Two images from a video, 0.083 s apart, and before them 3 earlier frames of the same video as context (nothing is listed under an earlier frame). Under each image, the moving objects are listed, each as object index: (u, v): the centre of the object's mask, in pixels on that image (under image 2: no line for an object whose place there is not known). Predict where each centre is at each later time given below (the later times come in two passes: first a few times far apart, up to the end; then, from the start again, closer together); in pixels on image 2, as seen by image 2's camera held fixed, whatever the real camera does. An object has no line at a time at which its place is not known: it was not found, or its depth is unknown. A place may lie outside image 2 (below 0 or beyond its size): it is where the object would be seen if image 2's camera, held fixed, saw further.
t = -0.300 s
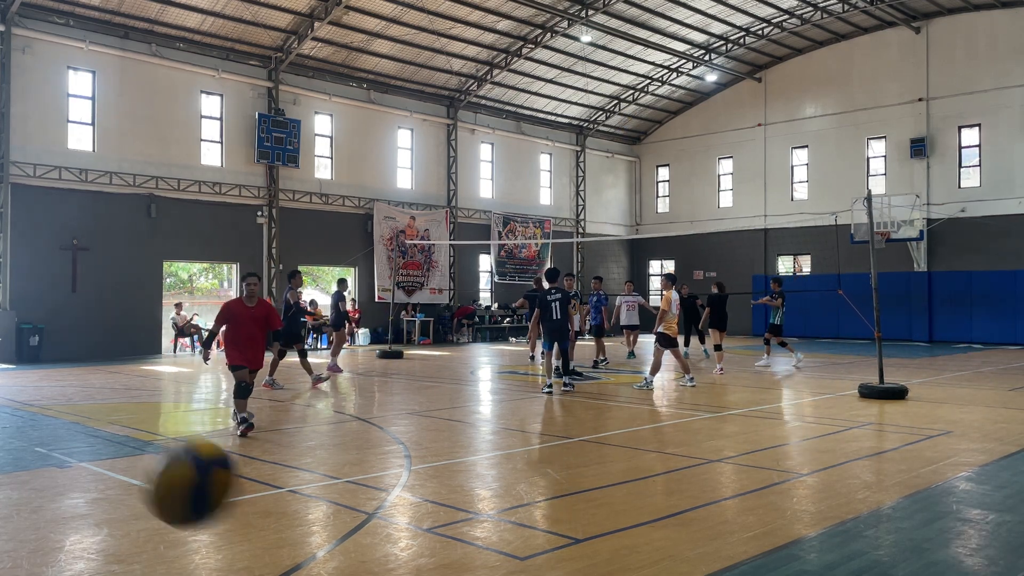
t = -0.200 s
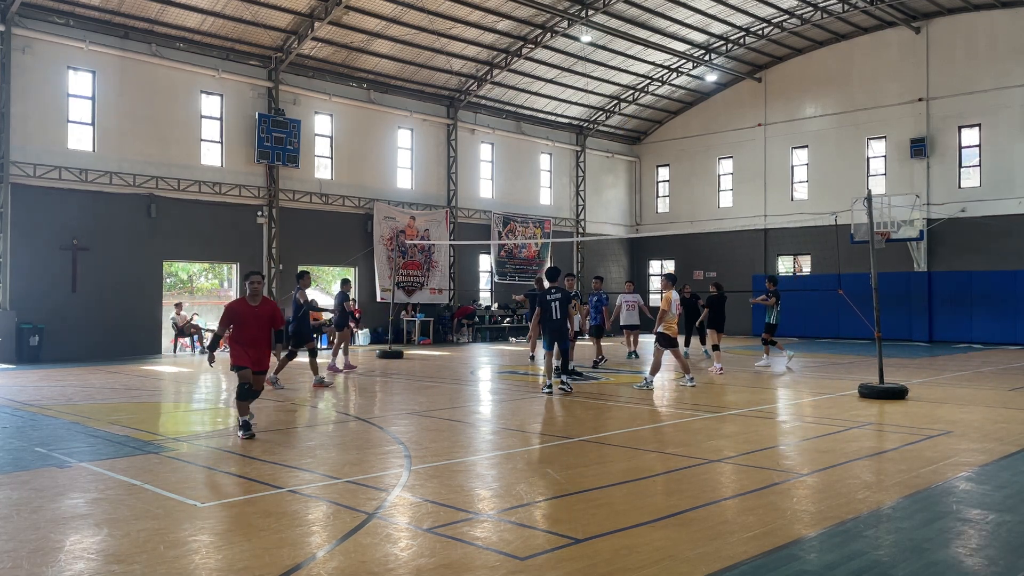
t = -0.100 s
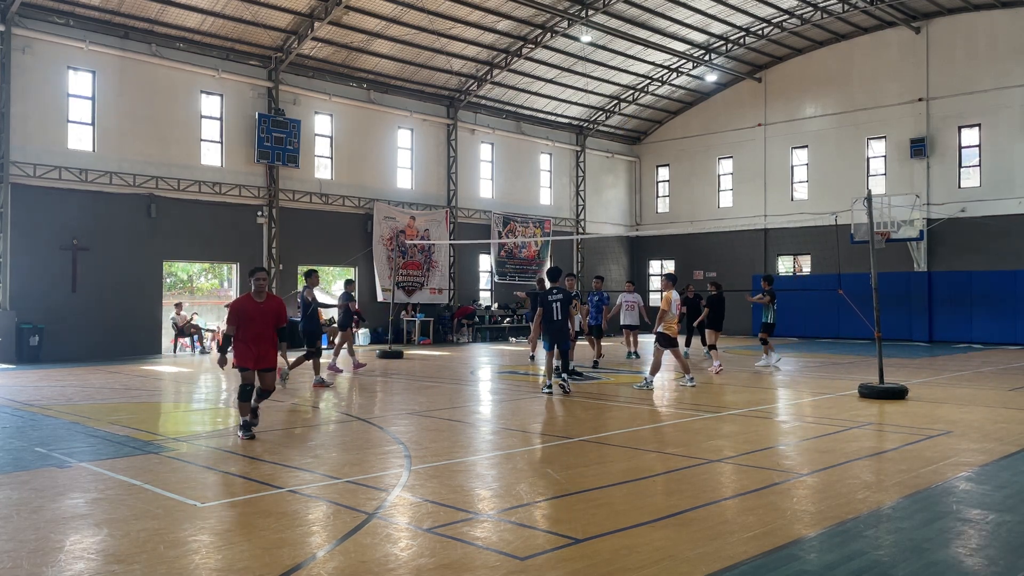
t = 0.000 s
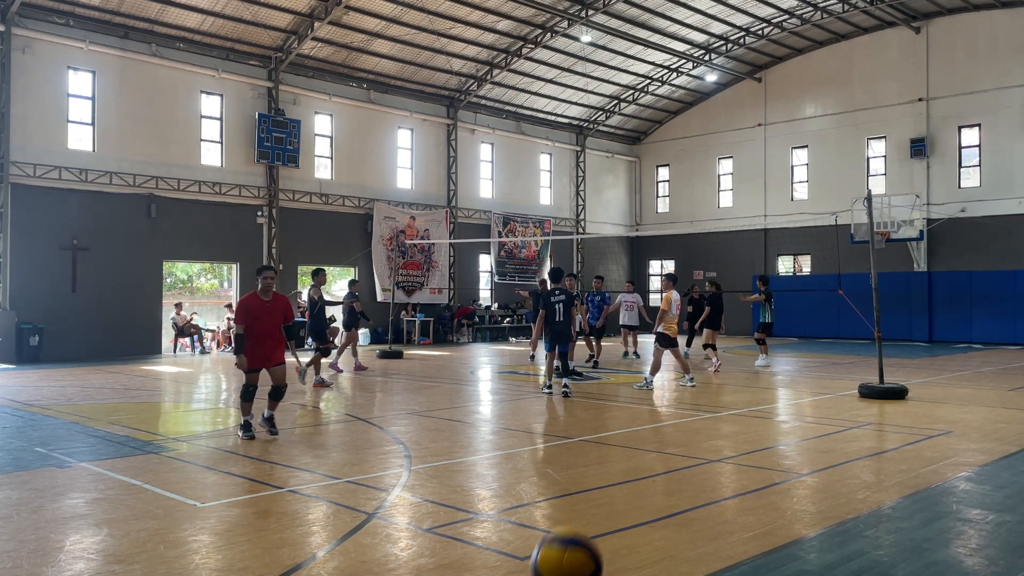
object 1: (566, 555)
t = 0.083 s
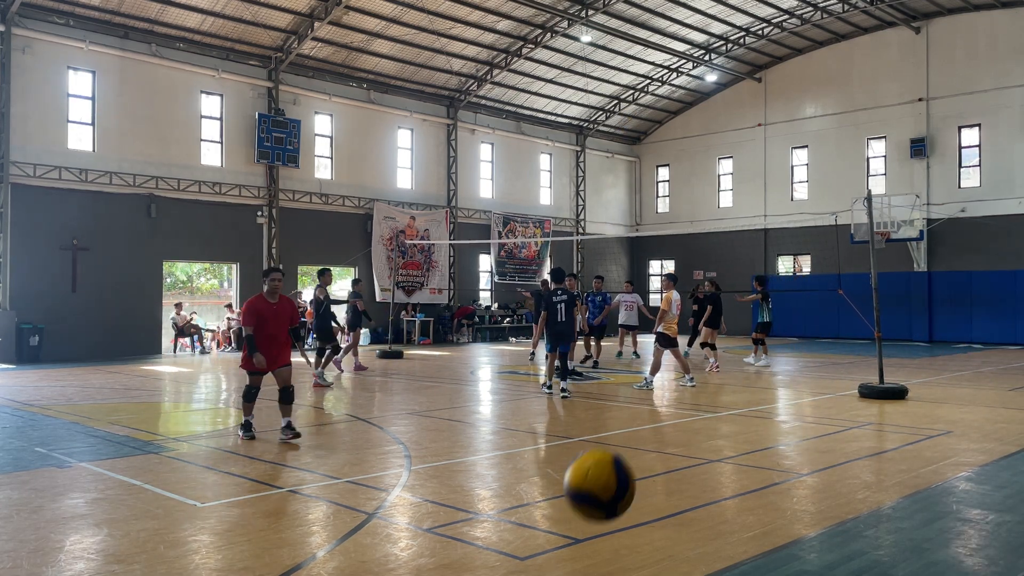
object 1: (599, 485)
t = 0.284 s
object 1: (678, 386)
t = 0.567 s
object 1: (790, 469)
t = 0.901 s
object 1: (909, 568)
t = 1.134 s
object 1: (989, 473)
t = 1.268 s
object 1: (1011, 480)
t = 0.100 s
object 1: (606, 471)
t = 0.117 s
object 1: (613, 459)
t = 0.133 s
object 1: (619, 447)
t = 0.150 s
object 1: (626, 437)
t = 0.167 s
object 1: (632, 427)
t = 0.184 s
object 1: (639, 419)
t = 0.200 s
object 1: (645, 411)
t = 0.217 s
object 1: (652, 404)
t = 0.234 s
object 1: (659, 399)
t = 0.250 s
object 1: (665, 394)
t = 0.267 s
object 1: (672, 390)
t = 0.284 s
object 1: (678, 386)
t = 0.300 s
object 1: (684, 384)
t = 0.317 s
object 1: (691, 383)
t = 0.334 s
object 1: (698, 382)
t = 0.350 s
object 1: (705, 383)
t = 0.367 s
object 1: (711, 384)
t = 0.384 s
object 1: (718, 386)
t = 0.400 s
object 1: (724, 389)
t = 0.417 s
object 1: (731, 393)
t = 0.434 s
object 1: (738, 398)
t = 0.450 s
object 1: (744, 404)
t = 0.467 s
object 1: (750, 411)
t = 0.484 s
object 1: (757, 418)
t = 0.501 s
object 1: (763, 426)
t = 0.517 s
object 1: (770, 436)
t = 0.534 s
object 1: (776, 446)
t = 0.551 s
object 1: (783, 457)
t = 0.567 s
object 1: (790, 469)
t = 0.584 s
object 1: (796, 482)
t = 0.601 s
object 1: (803, 496)
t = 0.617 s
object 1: (810, 512)
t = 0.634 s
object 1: (816, 527)
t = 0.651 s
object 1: (822, 543)
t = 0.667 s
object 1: (828, 553)
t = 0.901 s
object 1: (909, 568)
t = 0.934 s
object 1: (923, 555)
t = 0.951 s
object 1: (930, 548)
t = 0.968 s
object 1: (936, 540)
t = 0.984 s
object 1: (941, 530)
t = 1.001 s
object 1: (947, 520)
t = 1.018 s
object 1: (952, 511)
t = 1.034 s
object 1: (958, 503)
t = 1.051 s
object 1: (963, 496)
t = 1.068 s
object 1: (969, 490)
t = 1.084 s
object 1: (974, 484)
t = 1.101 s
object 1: (979, 480)
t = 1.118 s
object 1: (985, 476)
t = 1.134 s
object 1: (989, 473)
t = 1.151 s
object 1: (992, 471)
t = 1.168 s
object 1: (995, 470)
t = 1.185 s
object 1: (998, 470)
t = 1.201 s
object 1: (1001, 470)
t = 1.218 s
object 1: (1003, 471)
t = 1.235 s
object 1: (1006, 474)
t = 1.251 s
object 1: (1008, 477)
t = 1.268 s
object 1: (1011, 480)
